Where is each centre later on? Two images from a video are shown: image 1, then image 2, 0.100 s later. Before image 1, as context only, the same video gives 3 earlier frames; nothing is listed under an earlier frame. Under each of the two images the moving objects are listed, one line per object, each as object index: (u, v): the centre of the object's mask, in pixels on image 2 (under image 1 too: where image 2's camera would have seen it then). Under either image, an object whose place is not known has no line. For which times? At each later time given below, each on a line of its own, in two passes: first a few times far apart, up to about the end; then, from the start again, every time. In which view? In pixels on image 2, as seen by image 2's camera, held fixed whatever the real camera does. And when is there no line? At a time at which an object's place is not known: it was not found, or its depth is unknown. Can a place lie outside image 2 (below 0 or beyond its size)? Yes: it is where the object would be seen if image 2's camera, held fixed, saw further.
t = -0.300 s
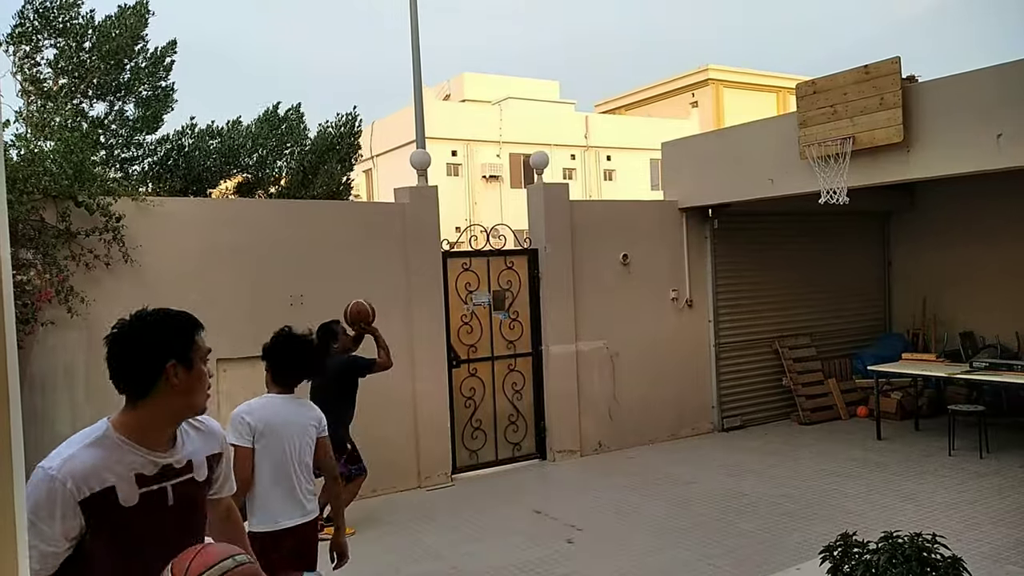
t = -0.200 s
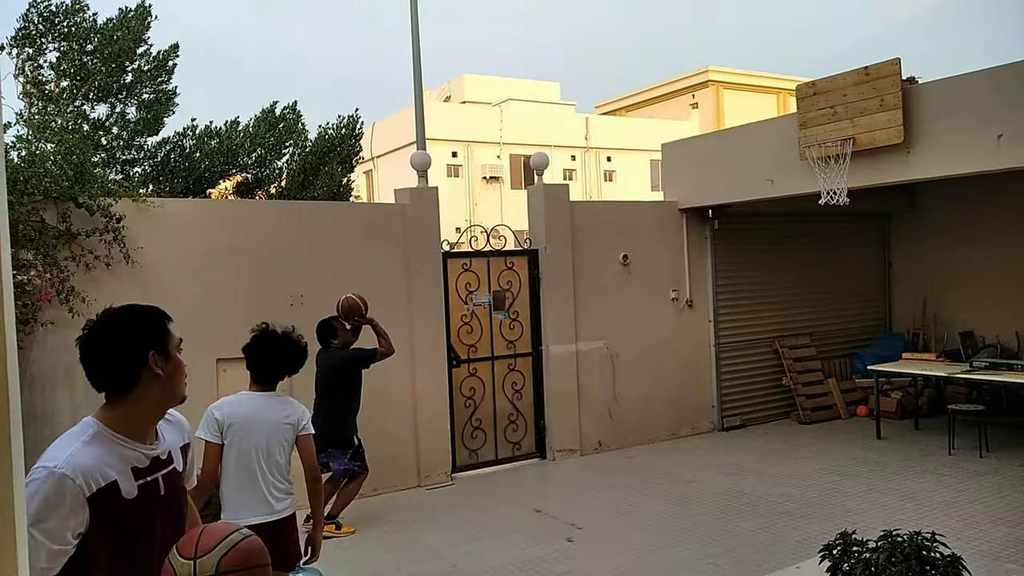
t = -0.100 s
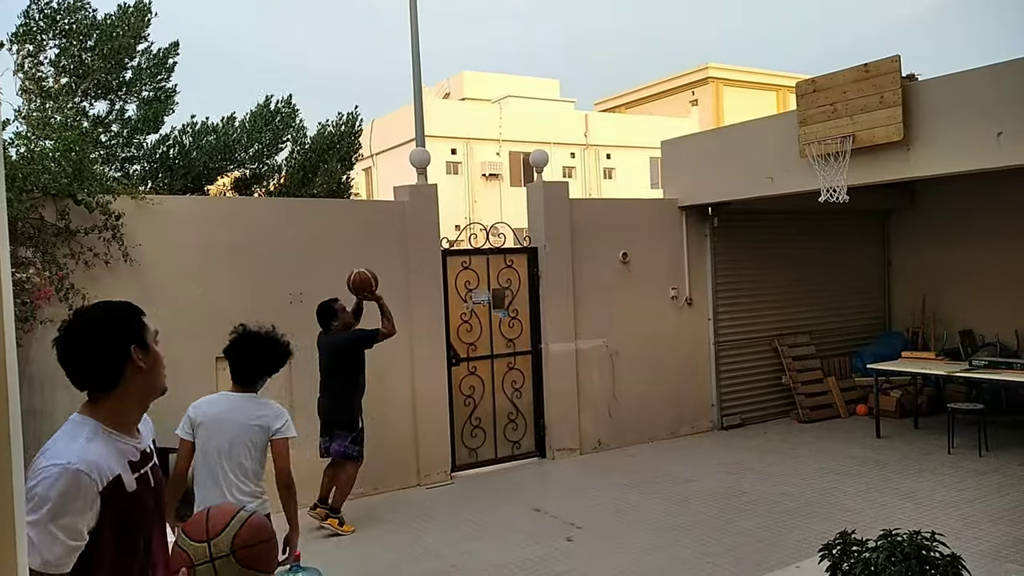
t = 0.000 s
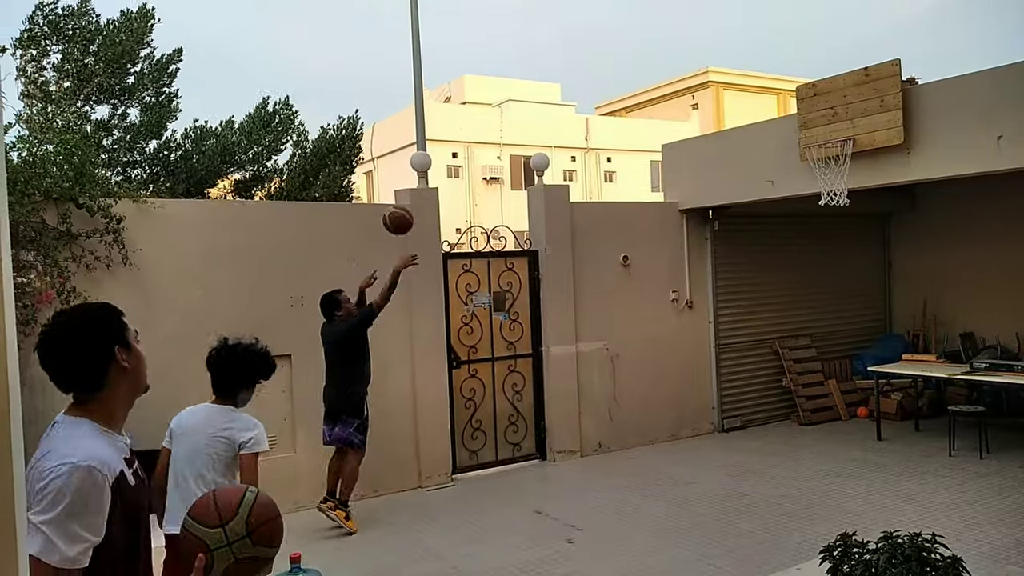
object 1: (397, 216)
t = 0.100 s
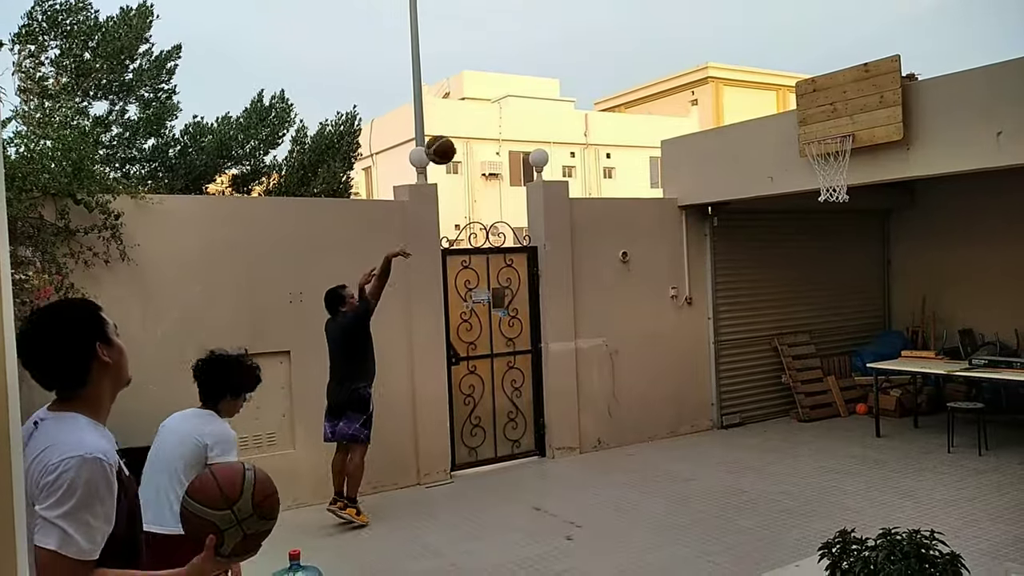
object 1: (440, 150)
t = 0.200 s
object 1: (483, 96)
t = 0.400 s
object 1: (567, 27)
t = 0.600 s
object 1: (651, 10)
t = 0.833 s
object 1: (747, 49)
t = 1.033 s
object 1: (826, 133)
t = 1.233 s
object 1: (848, 176)
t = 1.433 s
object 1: (837, 214)
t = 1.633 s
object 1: (828, 311)
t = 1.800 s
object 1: (823, 432)
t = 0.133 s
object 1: (454, 130)
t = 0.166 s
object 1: (468, 112)
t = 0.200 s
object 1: (483, 96)
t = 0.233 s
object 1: (497, 82)
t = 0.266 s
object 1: (512, 68)
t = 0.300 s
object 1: (525, 56)
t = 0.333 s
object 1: (540, 45)
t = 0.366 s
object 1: (553, 35)
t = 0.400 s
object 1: (567, 27)
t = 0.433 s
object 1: (582, 21)
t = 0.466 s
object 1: (596, 16)
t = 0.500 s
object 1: (610, 13)
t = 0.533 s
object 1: (624, 12)
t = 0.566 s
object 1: (637, 11)
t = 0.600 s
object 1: (651, 10)
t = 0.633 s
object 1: (665, 10)
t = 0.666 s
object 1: (679, 14)
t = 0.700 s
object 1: (693, 19)
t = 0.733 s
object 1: (707, 25)
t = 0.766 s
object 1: (720, 32)
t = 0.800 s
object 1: (733, 40)
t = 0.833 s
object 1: (747, 49)
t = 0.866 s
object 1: (760, 60)
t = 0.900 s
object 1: (774, 73)
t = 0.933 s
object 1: (787, 87)
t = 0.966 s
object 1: (801, 101)
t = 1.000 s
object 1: (813, 118)
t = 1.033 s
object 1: (826, 133)
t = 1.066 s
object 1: (834, 141)
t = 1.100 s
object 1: (842, 150)
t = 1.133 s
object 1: (847, 159)
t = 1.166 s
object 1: (849, 166)
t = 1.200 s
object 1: (849, 168)
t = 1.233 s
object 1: (848, 176)
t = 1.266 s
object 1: (845, 175)
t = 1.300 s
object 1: (842, 176)
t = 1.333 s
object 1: (839, 183)
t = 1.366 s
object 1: (838, 193)
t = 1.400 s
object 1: (837, 203)
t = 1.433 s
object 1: (837, 214)
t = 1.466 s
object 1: (835, 227)
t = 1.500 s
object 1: (834, 241)
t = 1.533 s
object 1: (831, 256)
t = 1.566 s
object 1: (830, 273)
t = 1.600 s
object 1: (829, 291)
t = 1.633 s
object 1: (828, 311)
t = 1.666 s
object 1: (826, 331)
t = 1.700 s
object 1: (825, 354)
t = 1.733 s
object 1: (824, 378)
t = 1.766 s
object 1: (823, 403)
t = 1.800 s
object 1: (823, 432)
